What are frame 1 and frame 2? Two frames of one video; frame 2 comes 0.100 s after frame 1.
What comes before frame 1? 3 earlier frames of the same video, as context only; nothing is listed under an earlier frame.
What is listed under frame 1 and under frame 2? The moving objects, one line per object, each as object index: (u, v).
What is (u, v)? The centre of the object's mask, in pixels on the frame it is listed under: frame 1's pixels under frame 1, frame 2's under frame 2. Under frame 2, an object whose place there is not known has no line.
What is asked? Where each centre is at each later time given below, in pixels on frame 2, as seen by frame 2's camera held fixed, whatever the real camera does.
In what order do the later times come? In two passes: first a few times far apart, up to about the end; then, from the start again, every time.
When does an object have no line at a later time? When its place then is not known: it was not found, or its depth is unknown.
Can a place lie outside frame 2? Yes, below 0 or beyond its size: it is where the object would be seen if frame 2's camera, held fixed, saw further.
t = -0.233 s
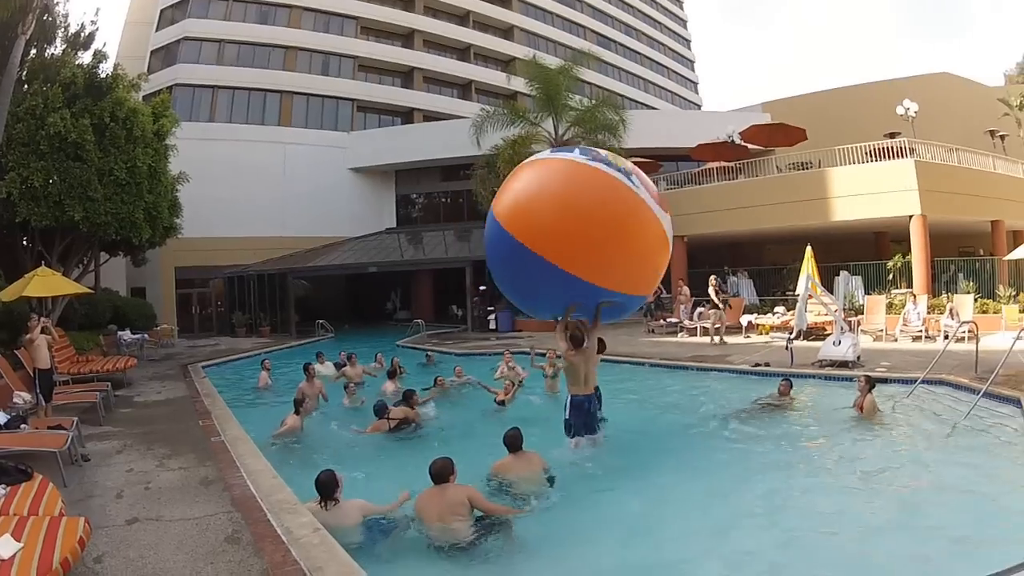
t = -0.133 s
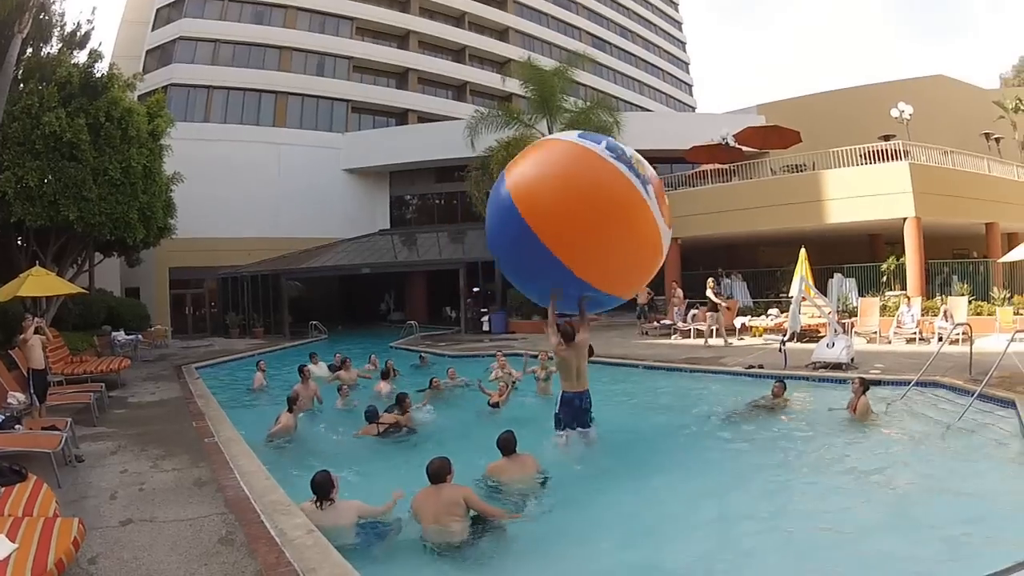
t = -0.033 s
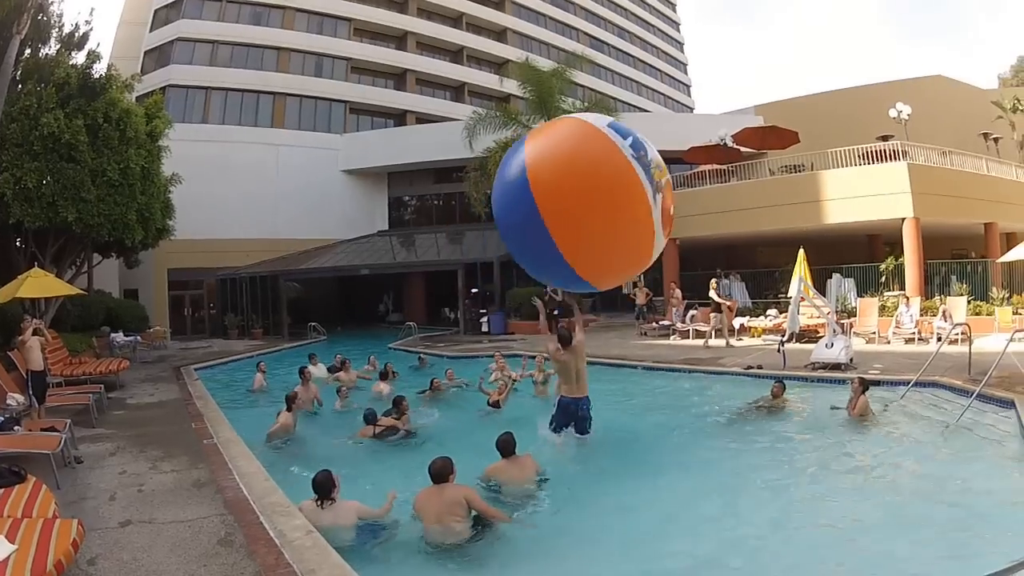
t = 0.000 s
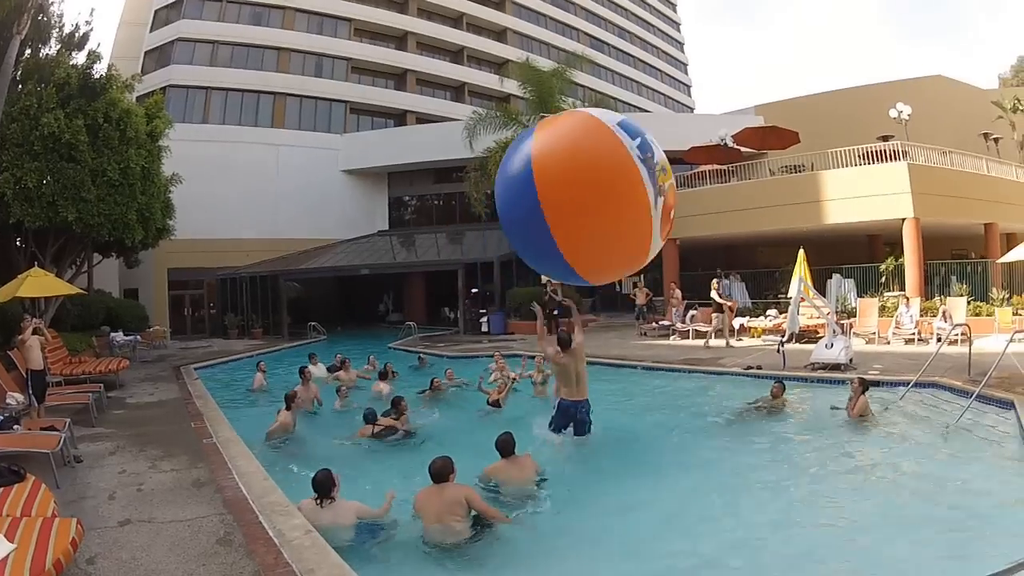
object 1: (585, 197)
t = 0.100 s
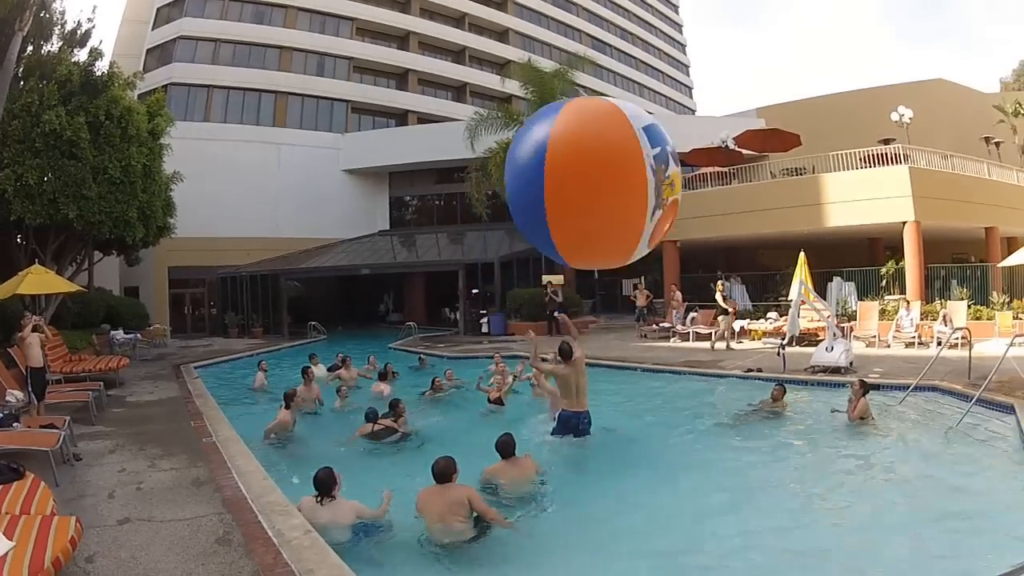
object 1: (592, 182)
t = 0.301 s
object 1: (604, 161)
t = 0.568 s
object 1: (618, 151)
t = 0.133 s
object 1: (594, 177)
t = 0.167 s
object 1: (596, 173)
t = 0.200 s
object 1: (599, 170)
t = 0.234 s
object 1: (600, 167)
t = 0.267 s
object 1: (602, 164)
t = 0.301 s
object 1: (604, 161)
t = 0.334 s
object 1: (605, 159)
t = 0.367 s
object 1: (607, 157)
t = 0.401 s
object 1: (609, 155)
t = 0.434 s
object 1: (611, 153)
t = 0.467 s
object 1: (613, 152)
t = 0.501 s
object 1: (615, 151)
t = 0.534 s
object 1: (616, 151)
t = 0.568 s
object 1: (618, 151)
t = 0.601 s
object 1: (620, 151)
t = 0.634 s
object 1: (621, 152)
